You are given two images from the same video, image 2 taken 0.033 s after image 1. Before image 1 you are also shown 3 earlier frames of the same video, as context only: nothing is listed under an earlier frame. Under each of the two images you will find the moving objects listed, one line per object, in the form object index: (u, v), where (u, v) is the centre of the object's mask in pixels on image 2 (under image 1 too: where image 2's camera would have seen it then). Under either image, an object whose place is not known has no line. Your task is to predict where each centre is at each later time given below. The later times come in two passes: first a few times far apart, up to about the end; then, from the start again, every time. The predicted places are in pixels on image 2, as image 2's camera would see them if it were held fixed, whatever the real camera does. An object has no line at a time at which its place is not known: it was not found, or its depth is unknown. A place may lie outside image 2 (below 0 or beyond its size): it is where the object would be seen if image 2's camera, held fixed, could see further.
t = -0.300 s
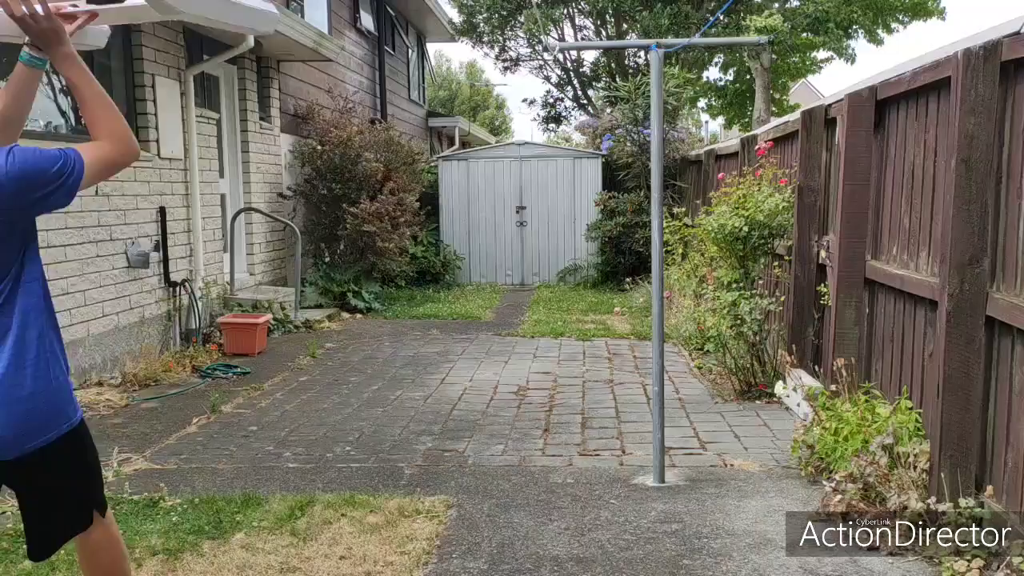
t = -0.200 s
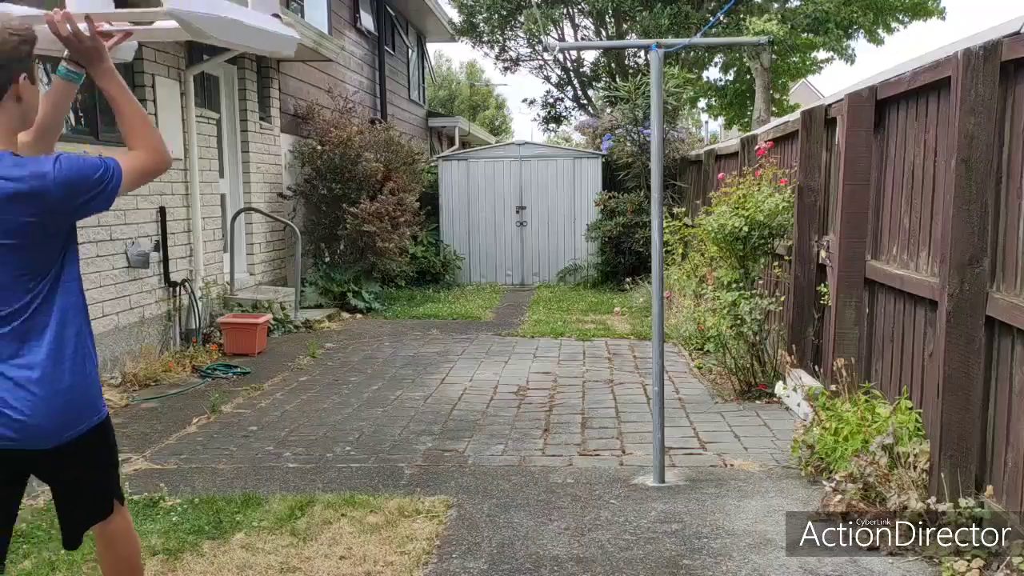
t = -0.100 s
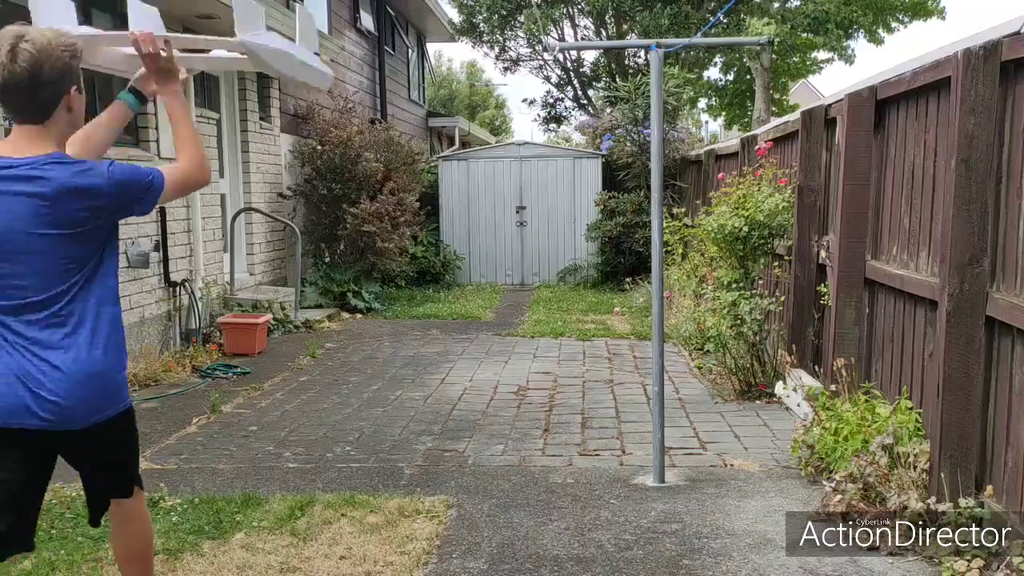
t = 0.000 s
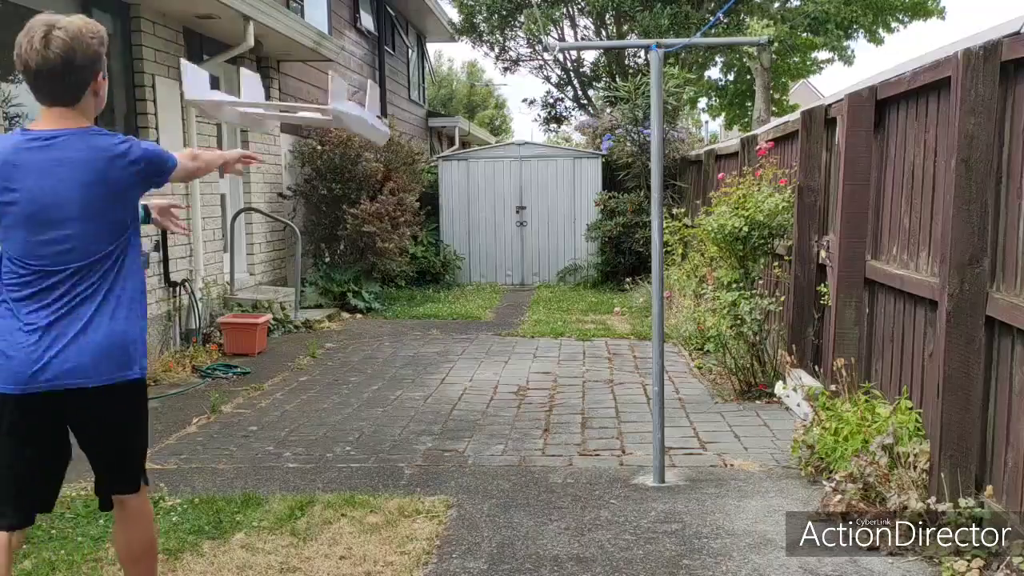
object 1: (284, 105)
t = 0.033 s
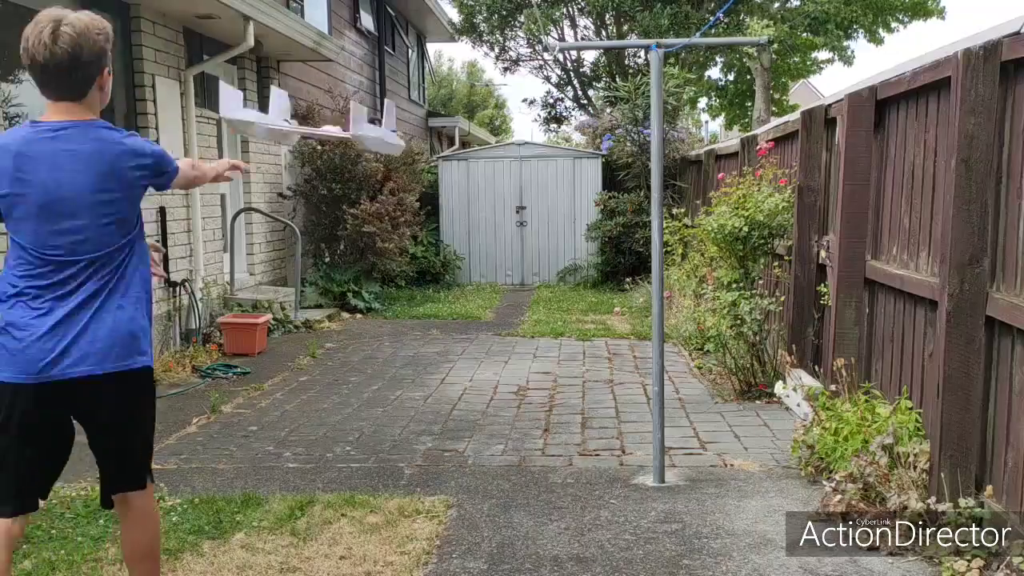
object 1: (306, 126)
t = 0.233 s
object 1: (402, 184)
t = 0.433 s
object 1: (469, 172)
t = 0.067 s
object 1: (329, 143)
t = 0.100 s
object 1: (350, 154)
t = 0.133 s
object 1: (366, 164)
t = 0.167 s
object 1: (380, 172)
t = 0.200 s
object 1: (393, 179)
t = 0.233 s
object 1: (402, 184)
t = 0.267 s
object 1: (415, 187)
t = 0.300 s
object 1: (428, 187)
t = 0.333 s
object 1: (438, 186)
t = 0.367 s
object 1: (449, 182)
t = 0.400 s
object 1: (459, 177)
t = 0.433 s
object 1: (469, 172)
